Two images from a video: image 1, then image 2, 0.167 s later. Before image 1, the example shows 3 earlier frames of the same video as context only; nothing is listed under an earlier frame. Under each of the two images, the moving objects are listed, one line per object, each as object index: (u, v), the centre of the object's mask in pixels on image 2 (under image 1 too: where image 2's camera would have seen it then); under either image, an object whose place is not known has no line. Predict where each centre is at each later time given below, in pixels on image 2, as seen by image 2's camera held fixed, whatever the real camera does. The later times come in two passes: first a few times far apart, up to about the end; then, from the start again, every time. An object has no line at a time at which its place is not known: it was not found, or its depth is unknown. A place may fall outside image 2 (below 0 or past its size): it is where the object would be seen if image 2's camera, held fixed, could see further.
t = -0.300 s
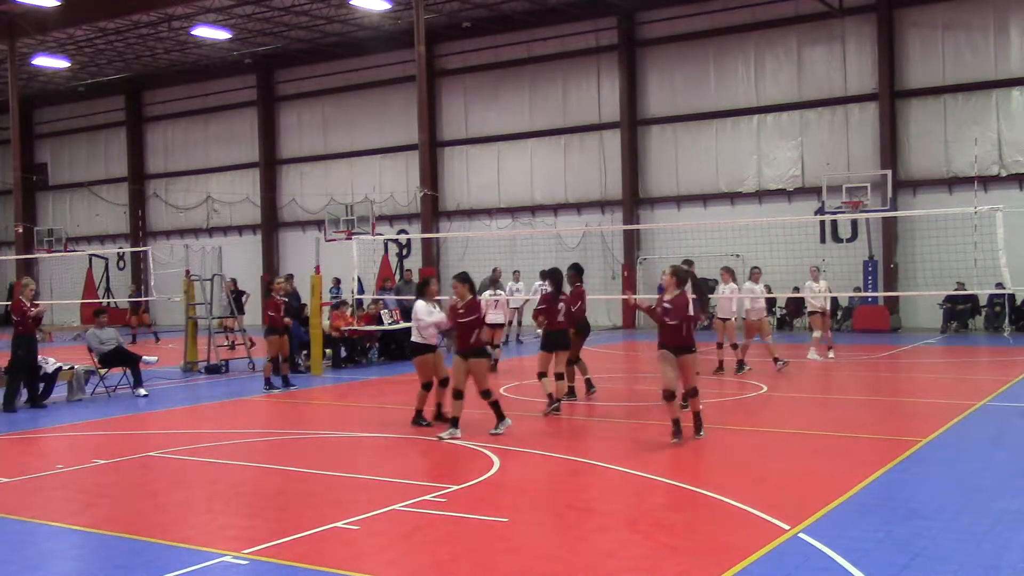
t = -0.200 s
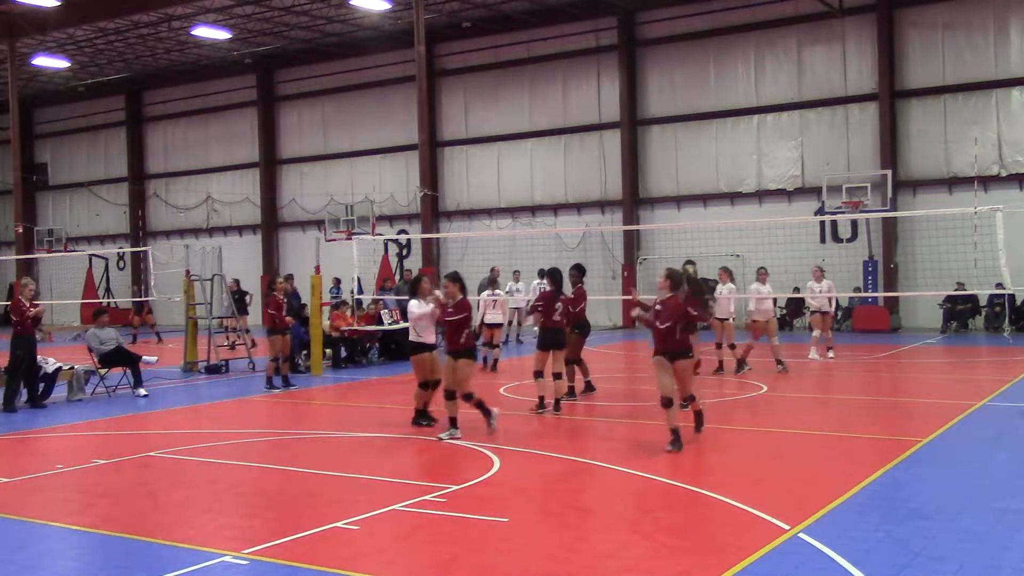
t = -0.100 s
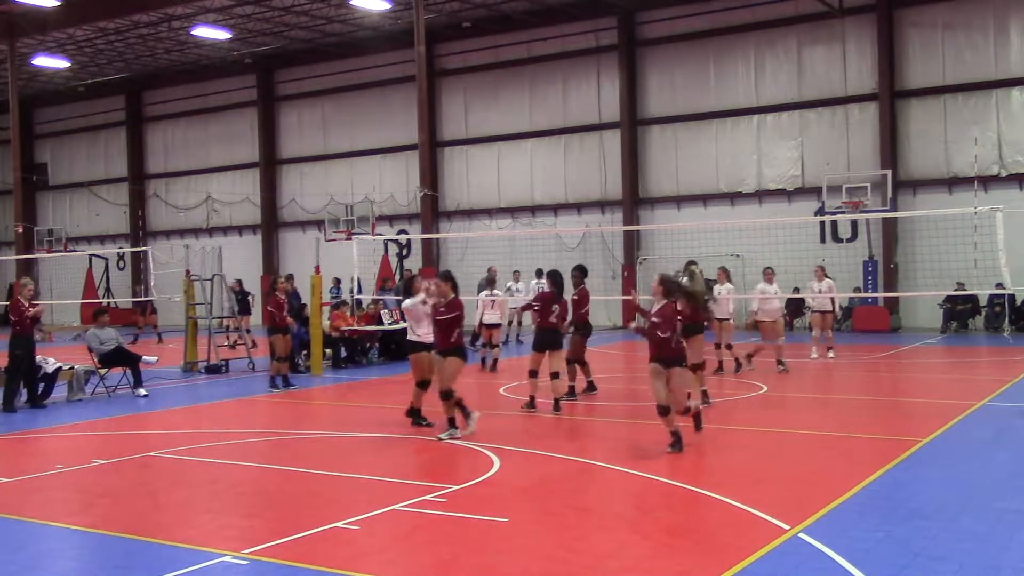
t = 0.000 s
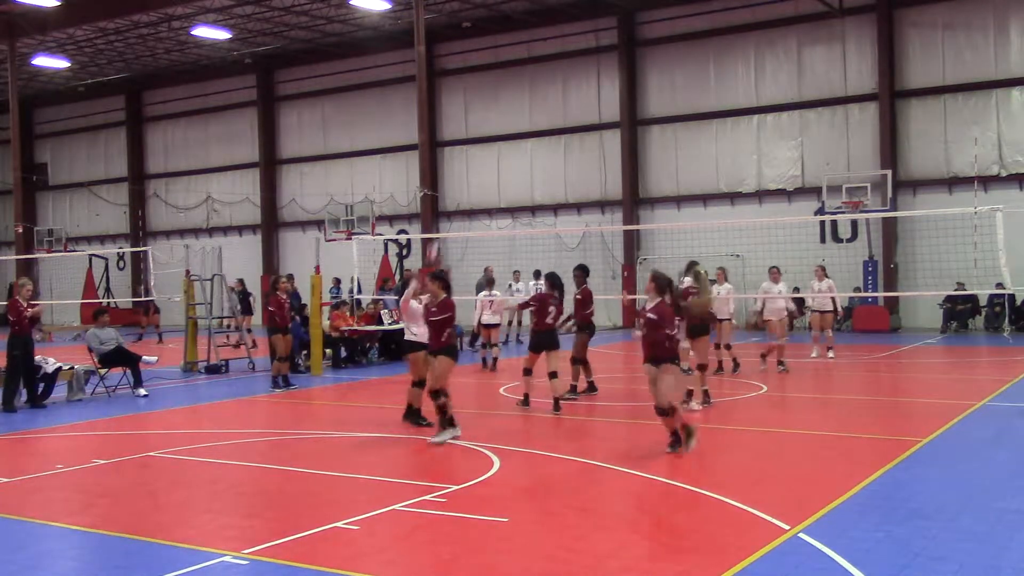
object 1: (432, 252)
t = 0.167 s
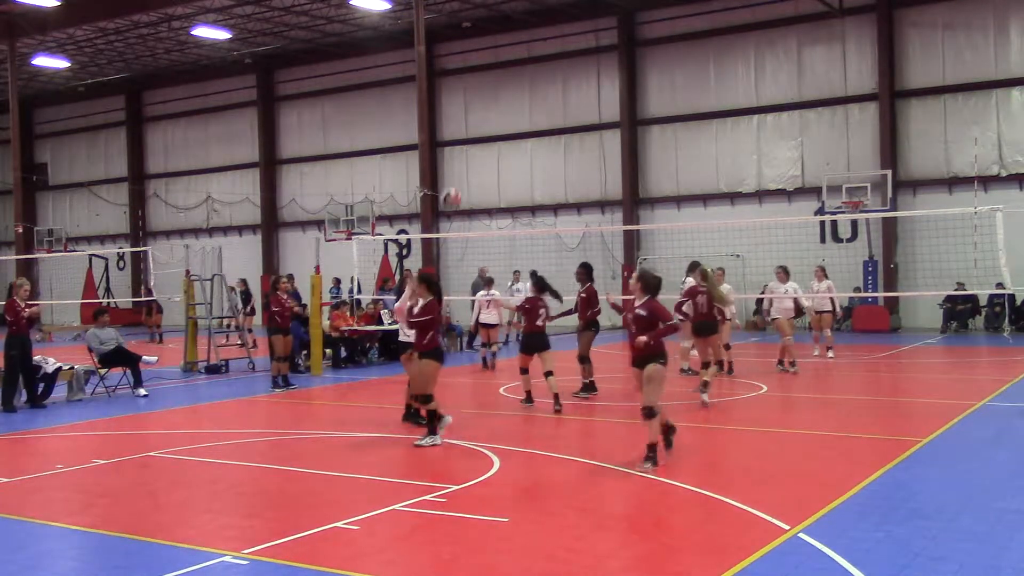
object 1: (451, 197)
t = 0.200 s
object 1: (454, 190)
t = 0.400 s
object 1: (474, 159)
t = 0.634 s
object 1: (505, 175)
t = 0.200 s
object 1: (454, 190)
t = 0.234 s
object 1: (457, 182)
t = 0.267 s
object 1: (460, 175)
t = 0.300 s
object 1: (463, 169)
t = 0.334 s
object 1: (467, 164)
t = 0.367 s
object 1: (470, 161)
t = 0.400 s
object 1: (474, 159)
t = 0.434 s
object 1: (479, 157)
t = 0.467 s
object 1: (483, 157)
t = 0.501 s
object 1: (487, 158)
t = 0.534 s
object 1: (492, 160)
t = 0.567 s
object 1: (497, 165)
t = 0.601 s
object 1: (501, 169)
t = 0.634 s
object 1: (505, 175)
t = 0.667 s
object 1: (508, 182)
